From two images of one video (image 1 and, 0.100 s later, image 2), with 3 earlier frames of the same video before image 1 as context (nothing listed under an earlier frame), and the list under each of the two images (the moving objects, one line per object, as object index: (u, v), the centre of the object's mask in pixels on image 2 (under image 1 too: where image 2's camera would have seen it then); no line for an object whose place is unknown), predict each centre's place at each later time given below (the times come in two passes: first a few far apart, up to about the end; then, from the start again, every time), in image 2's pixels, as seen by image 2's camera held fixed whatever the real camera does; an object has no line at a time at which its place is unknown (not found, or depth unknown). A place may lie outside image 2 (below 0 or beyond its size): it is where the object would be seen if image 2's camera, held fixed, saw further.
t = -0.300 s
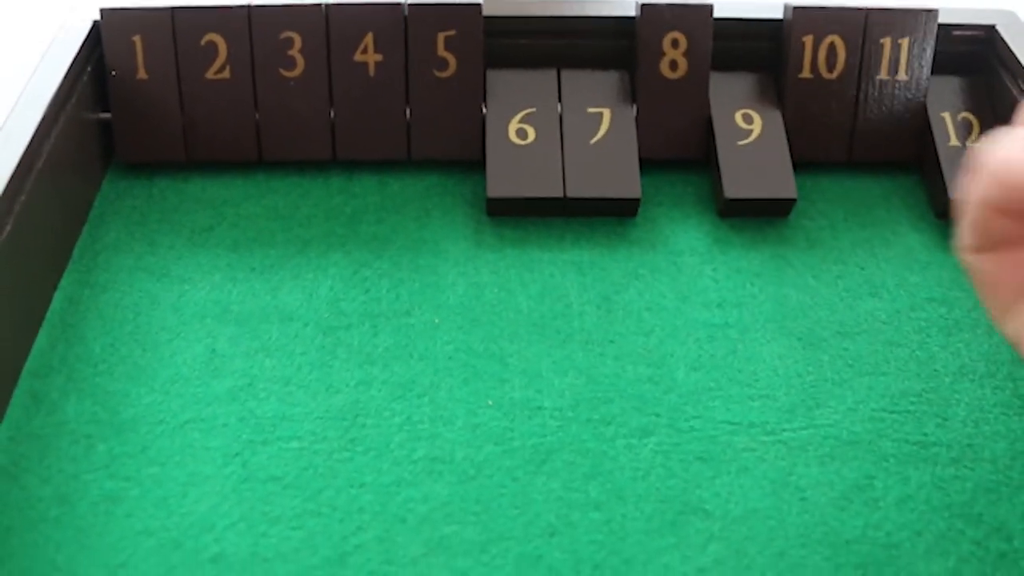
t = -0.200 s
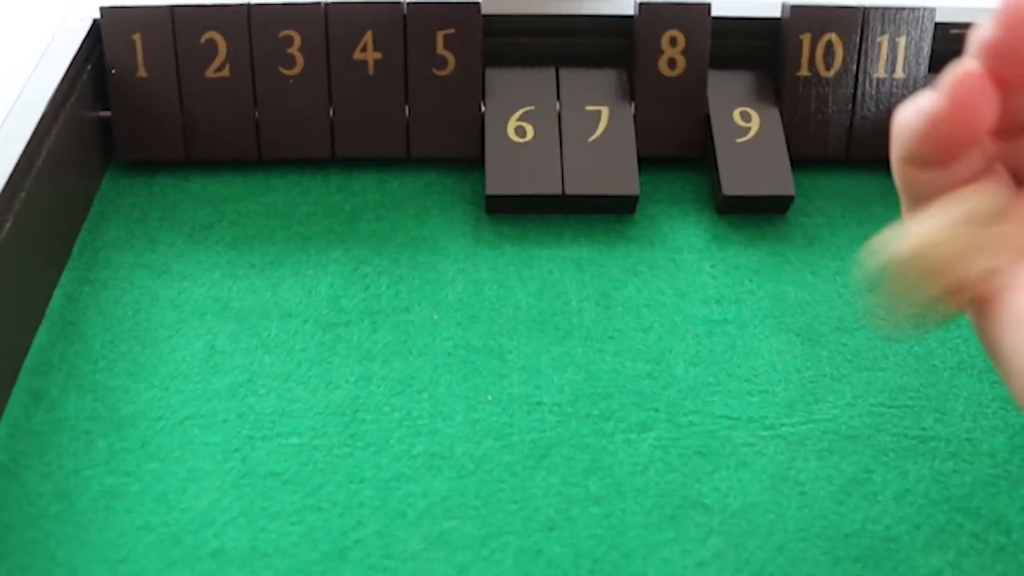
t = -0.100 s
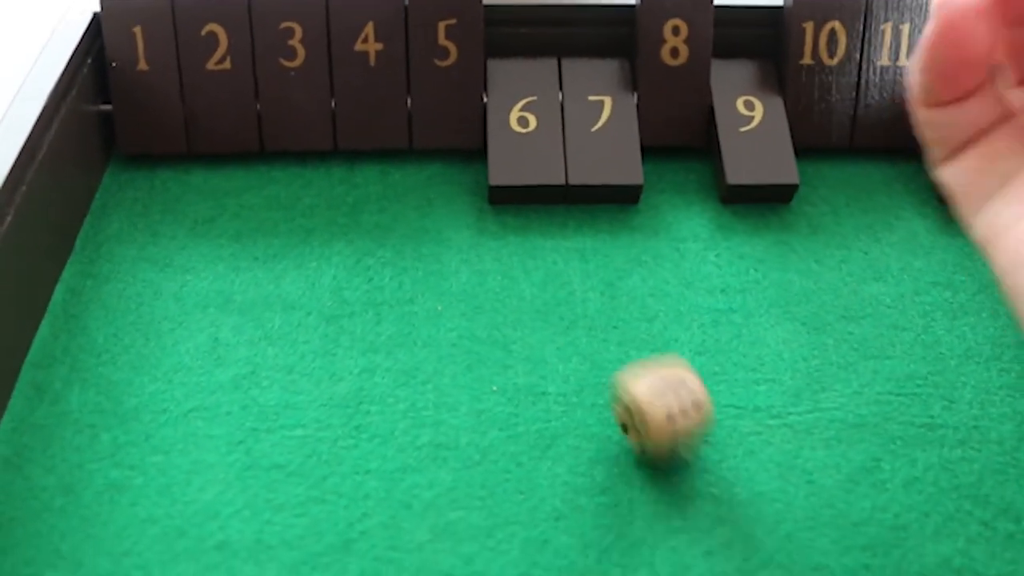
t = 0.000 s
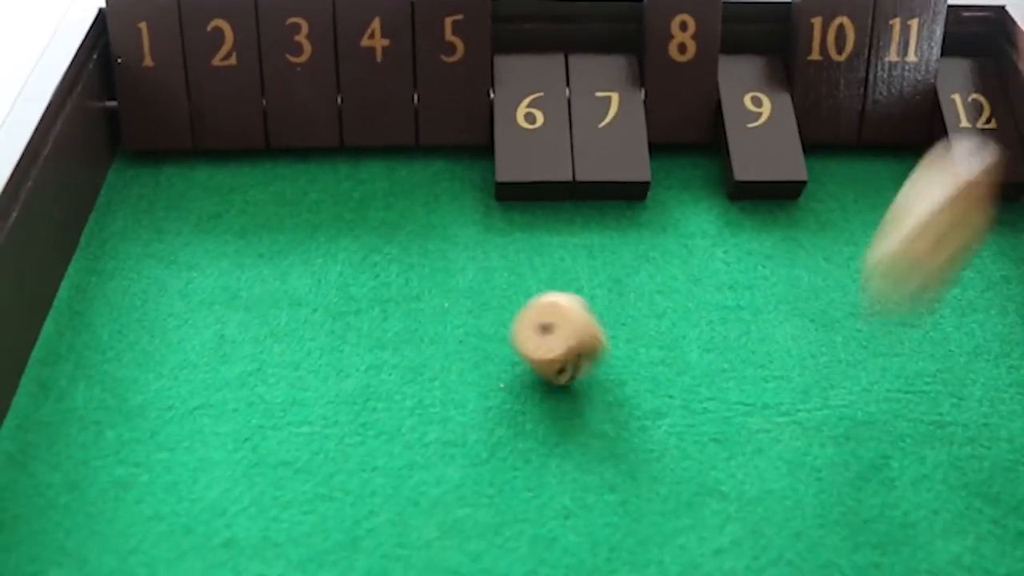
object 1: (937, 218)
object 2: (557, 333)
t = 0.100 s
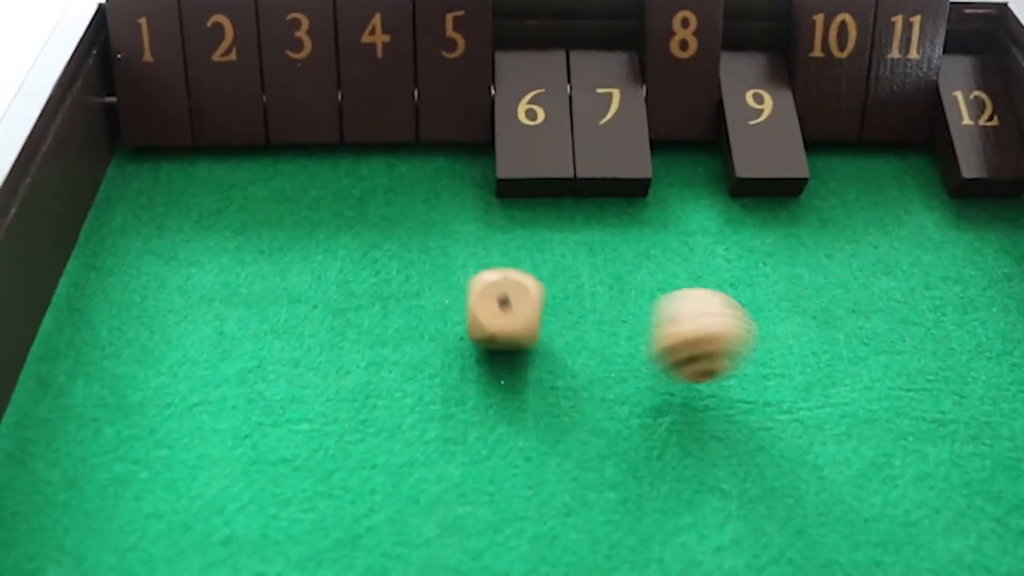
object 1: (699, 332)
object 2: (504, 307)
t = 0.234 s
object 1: (489, 375)
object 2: (490, 264)
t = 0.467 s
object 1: (381, 375)
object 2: (491, 265)
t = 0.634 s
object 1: (381, 376)
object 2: (490, 264)
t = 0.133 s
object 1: (651, 348)
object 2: (494, 283)
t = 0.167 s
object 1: (599, 359)
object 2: (488, 263)
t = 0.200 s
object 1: (519, 374)
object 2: (492, 265)
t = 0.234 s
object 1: (489, 375)
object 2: (490, 264)
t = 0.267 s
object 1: (460, 376)
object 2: (492, 265)
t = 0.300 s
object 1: (403, 374)
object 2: (492, 266)
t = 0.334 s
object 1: (387, 380)
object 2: (491, 266)
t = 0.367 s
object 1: (379, 377)
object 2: (491, 265)
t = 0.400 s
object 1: (380, 376)
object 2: (491, 265)
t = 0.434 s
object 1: (381, 375)
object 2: (492, 265)
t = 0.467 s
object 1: (381, 375)
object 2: (491, 265)
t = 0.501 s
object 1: (380, 376)
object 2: (491, 265)
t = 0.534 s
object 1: (381, 376)
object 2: (491, 265)
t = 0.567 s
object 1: (382, 374)
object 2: (491, 264)
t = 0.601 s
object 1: (381, 374)
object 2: (490, 264)
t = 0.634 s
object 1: (381, 376)
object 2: (490, 264)
